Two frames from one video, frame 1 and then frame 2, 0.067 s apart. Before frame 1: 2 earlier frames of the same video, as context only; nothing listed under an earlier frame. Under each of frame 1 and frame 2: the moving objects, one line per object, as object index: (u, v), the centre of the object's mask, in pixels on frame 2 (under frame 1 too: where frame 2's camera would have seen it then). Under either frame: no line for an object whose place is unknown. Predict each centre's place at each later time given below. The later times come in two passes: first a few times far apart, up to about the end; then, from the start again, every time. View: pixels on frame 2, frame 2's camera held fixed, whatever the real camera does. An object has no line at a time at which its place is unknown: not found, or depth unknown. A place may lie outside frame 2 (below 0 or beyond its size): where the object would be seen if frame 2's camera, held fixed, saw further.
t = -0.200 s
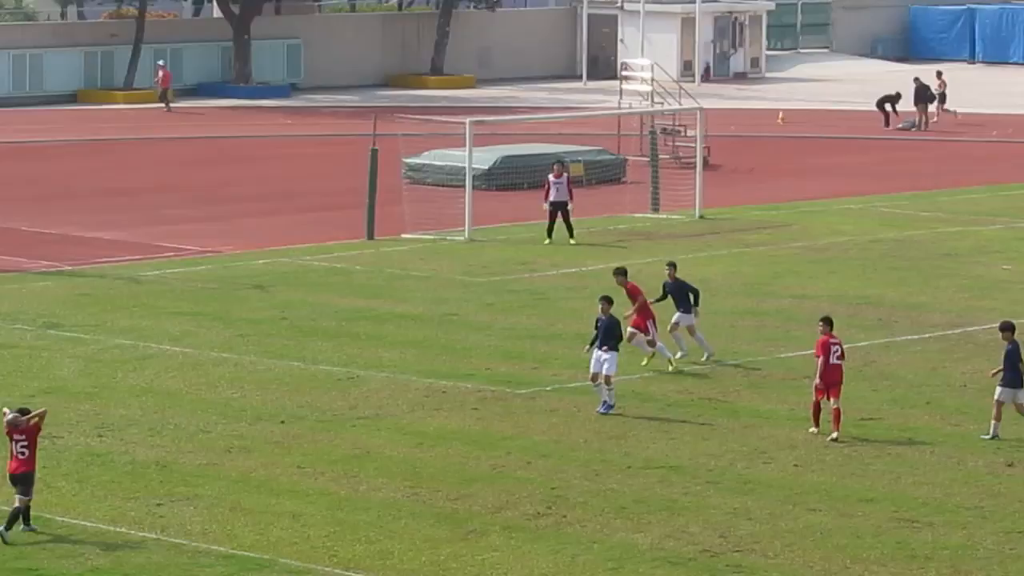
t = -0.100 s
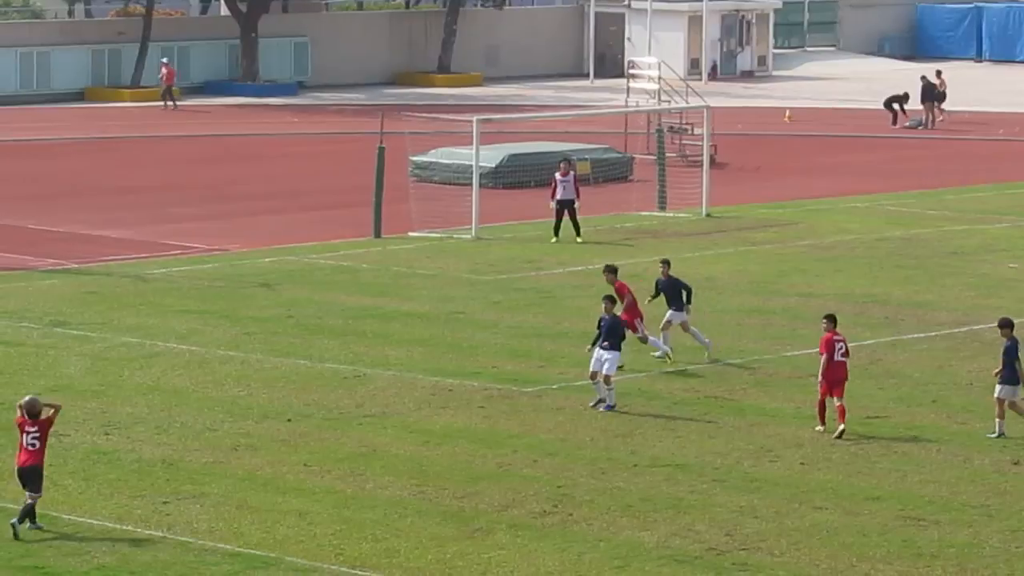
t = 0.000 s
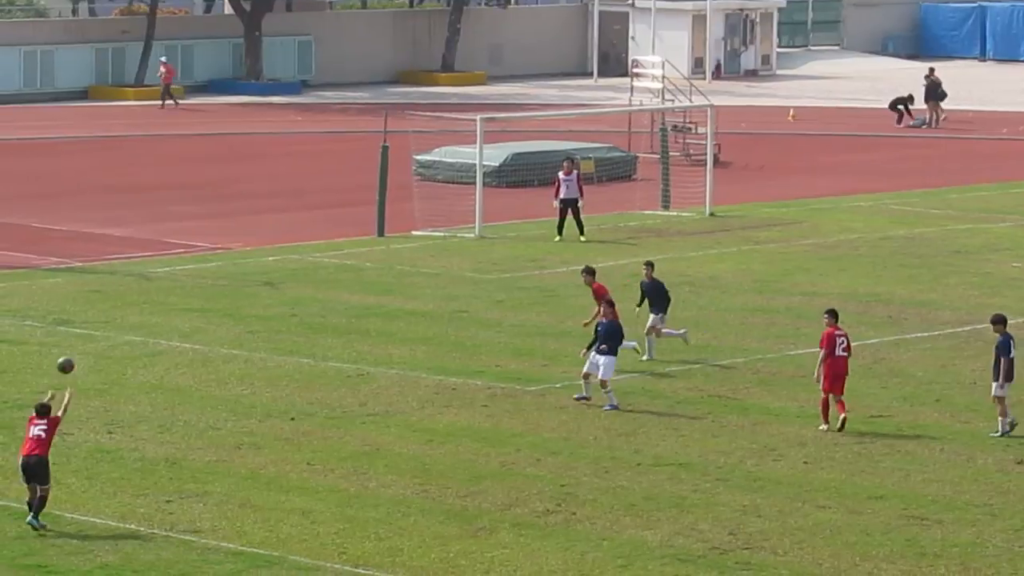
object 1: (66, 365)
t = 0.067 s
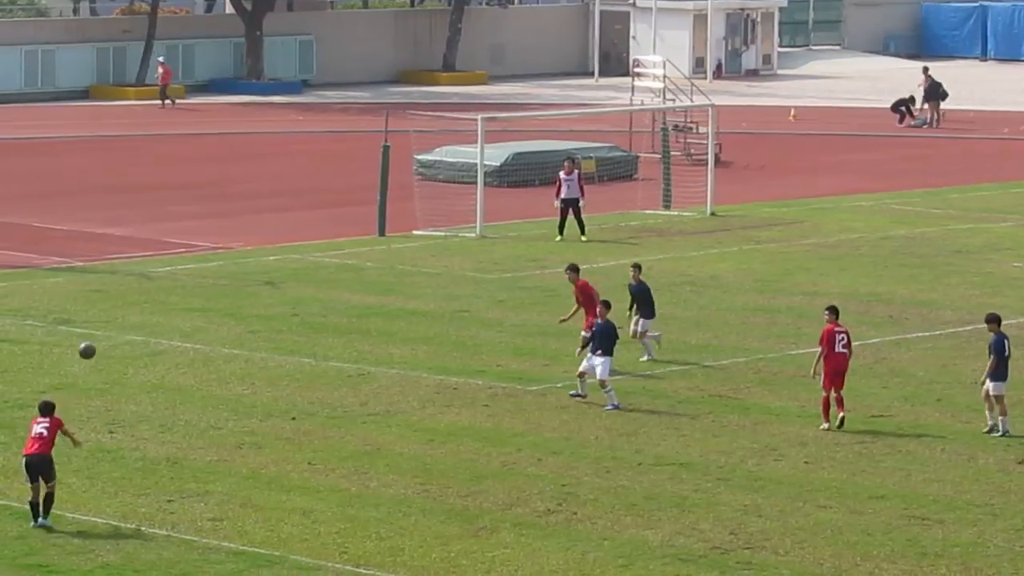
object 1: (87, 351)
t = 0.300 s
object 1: (151, 330)
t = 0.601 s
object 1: (224, 356)
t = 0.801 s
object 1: (267, 399)
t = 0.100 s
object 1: (97, 345)
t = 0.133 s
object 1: (106, 341)
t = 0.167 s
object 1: (115, 336)
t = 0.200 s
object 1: (125, 333)
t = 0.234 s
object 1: (134, 331)
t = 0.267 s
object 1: (143, 330)
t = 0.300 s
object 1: (151, 330)
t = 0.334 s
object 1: (160, 330)
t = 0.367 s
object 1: (169, 330)
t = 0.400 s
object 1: (177, 332)
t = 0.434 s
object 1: (185, 334)
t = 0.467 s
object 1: (193, 337)
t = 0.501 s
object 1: (201, 341)
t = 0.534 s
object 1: (209, 345)
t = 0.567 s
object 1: (216, 351)
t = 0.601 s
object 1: (224, 356)
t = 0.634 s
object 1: (232, 362)
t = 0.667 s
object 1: (239, 369)
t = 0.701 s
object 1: (246, 377)
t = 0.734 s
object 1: (253, 385)
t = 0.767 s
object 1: (260, 393)
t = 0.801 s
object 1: (267, 399)
